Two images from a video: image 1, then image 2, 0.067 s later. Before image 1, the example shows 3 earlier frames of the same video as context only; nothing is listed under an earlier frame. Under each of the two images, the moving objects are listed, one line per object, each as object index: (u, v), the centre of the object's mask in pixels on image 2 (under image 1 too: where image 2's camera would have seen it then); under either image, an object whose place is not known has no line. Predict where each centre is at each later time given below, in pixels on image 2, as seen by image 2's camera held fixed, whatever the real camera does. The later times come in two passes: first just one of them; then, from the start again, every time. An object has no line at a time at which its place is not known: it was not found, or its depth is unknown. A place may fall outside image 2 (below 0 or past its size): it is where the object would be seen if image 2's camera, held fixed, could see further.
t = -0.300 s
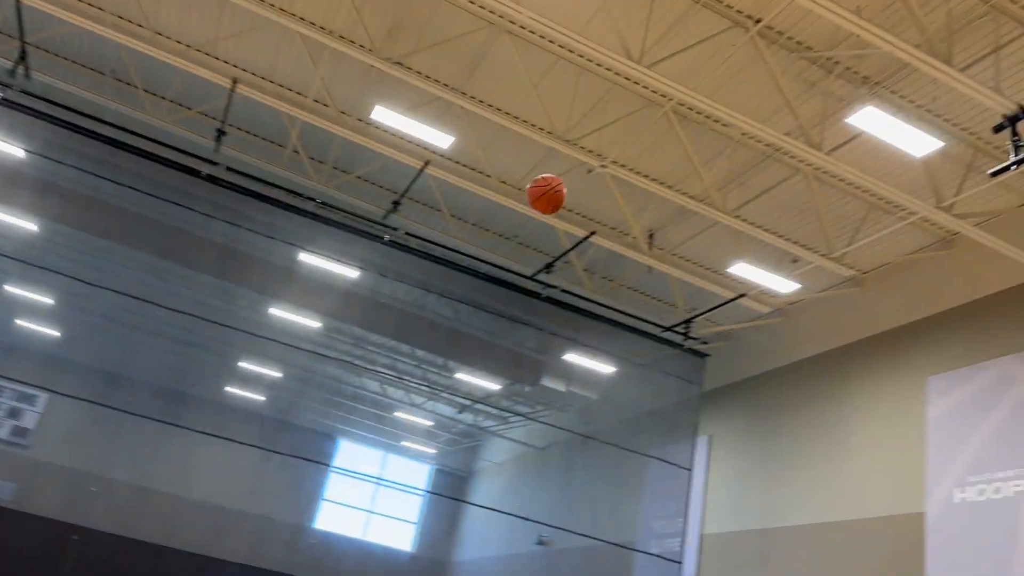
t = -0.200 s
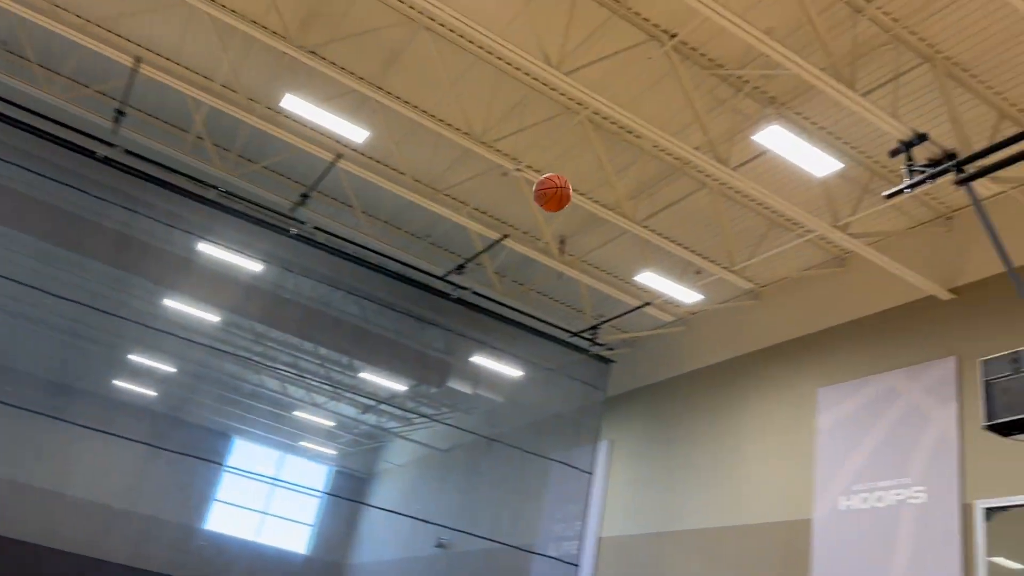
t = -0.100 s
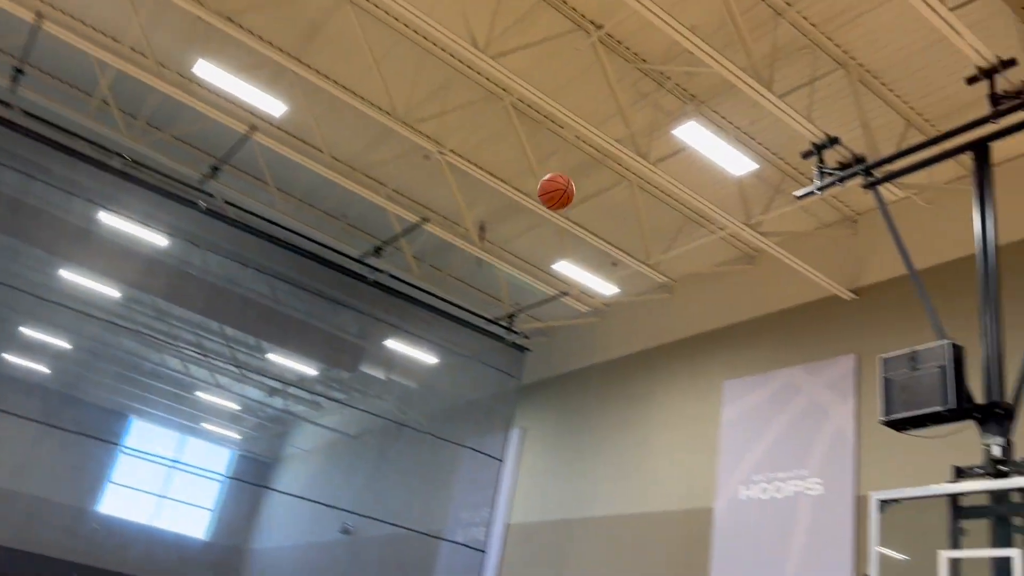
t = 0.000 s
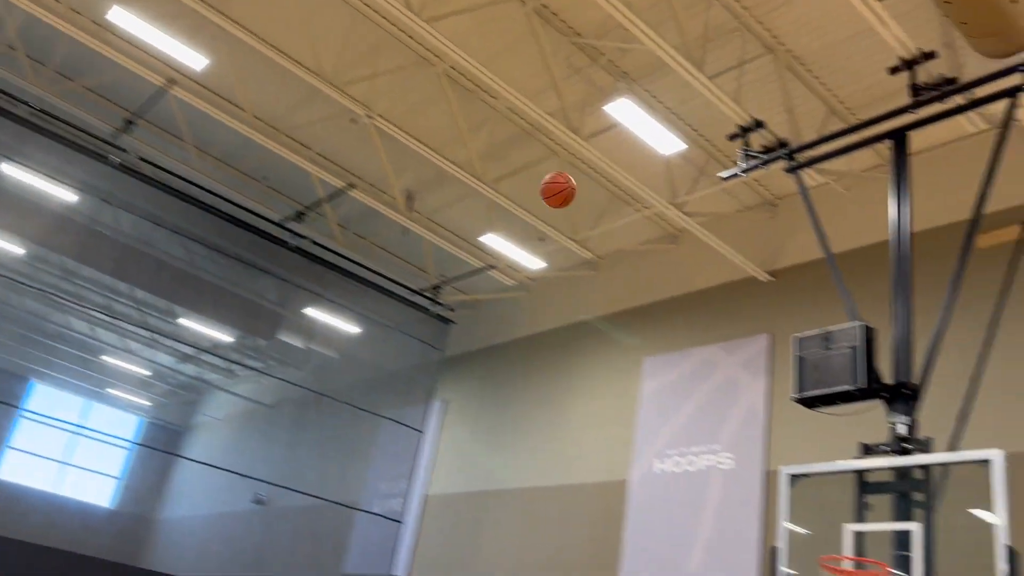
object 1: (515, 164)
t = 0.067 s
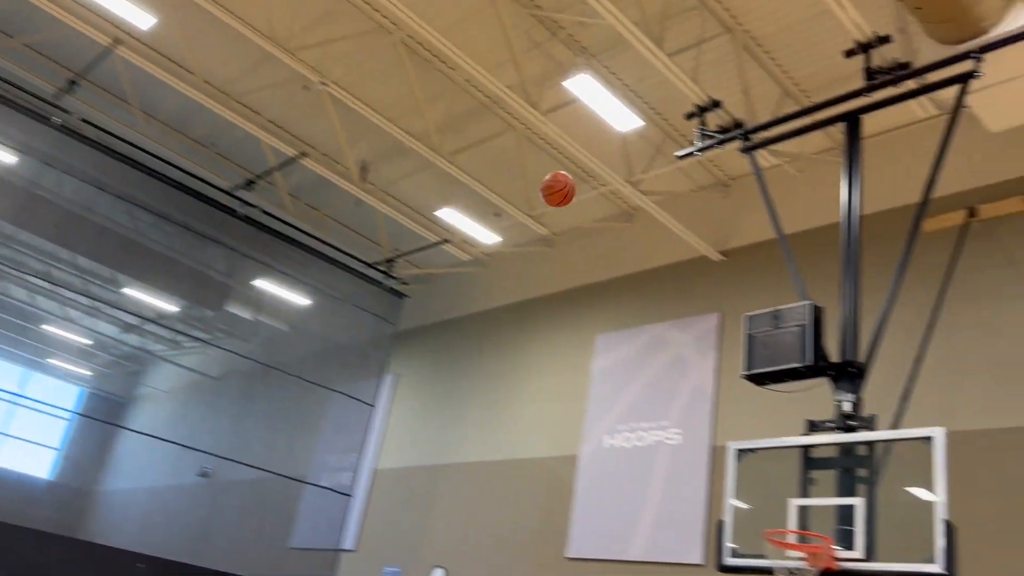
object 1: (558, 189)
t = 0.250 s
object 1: (662, 278)
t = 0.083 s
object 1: (568, 196)
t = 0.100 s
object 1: (578, 203)
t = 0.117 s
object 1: (588, 210)
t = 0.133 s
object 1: (598, 218)
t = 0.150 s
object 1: (607, 226)
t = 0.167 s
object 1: (617, 234)
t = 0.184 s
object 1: (626, 242)
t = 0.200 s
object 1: (635, 251)
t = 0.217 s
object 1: (644, 259)
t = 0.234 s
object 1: (653, 269)
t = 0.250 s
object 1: (662, 278)
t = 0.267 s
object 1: (671, 288)
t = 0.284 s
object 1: (680, 298)
